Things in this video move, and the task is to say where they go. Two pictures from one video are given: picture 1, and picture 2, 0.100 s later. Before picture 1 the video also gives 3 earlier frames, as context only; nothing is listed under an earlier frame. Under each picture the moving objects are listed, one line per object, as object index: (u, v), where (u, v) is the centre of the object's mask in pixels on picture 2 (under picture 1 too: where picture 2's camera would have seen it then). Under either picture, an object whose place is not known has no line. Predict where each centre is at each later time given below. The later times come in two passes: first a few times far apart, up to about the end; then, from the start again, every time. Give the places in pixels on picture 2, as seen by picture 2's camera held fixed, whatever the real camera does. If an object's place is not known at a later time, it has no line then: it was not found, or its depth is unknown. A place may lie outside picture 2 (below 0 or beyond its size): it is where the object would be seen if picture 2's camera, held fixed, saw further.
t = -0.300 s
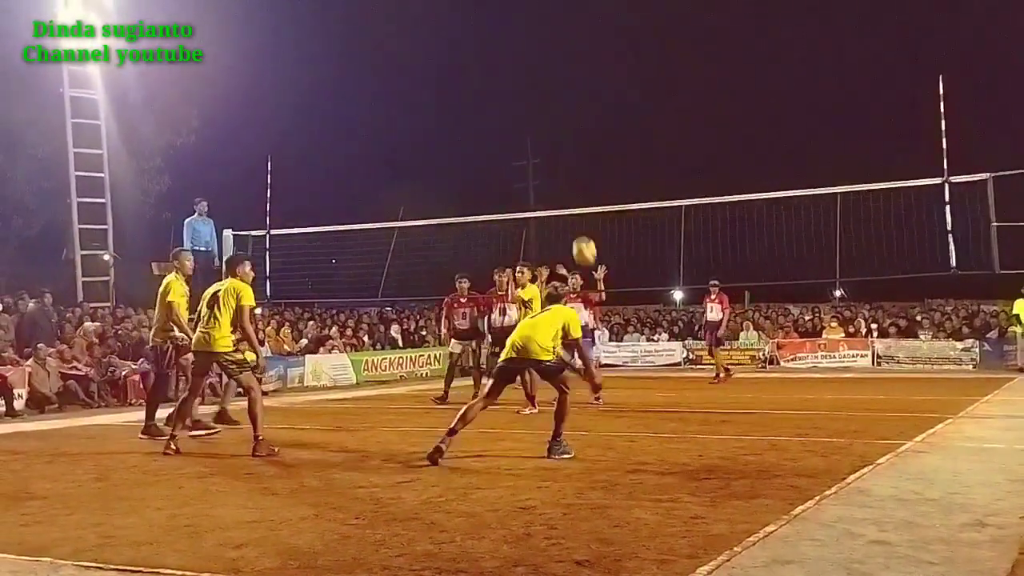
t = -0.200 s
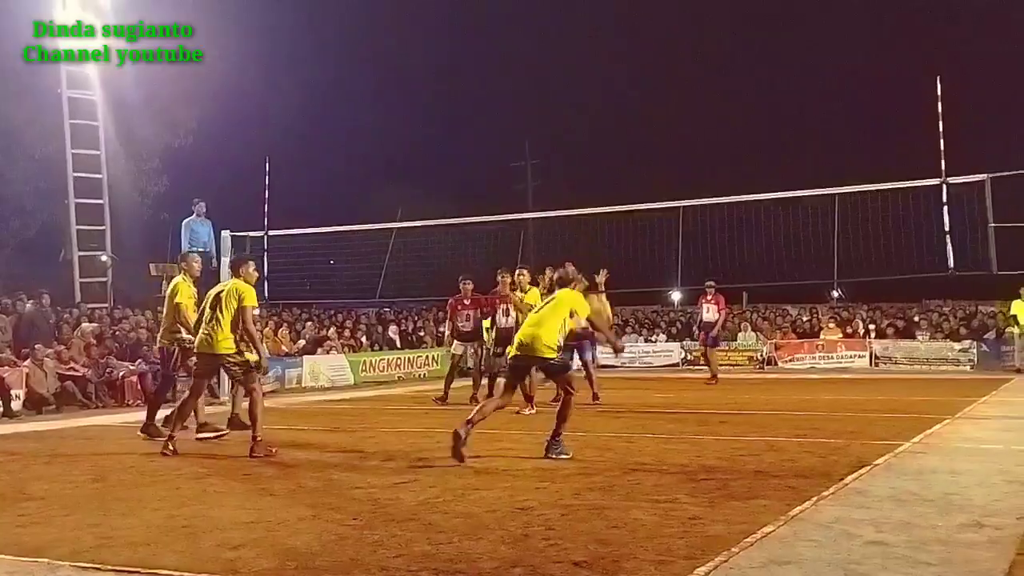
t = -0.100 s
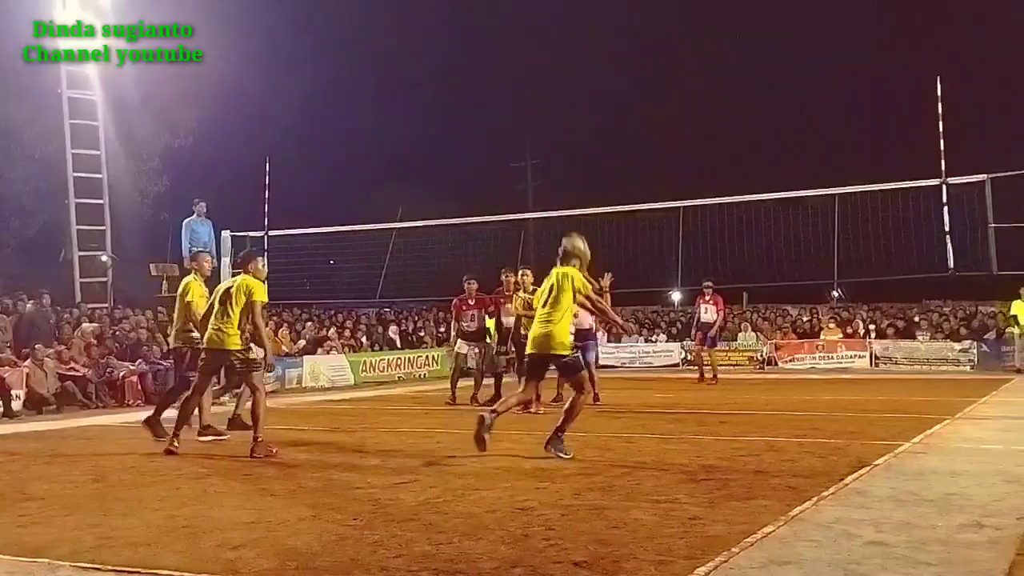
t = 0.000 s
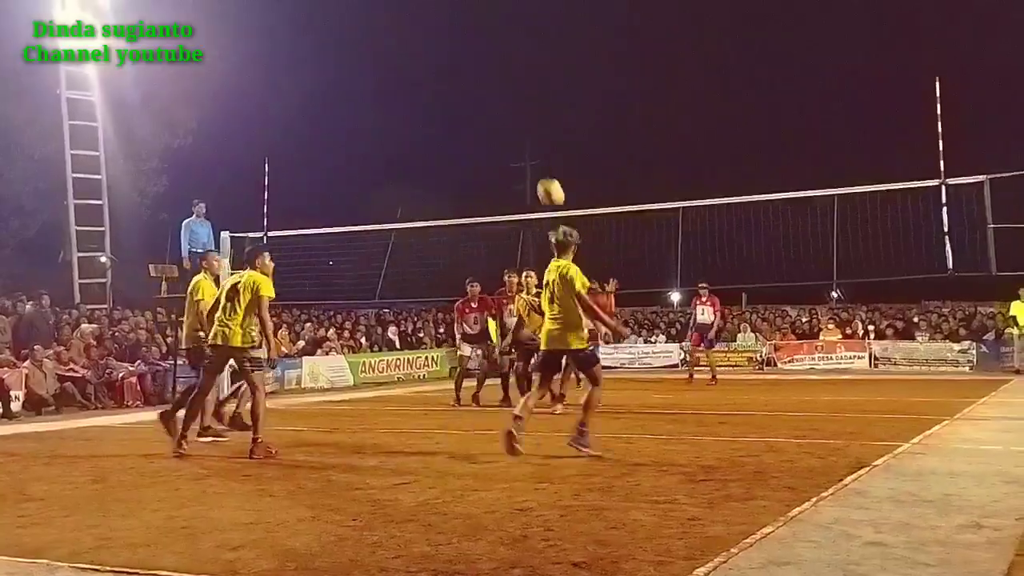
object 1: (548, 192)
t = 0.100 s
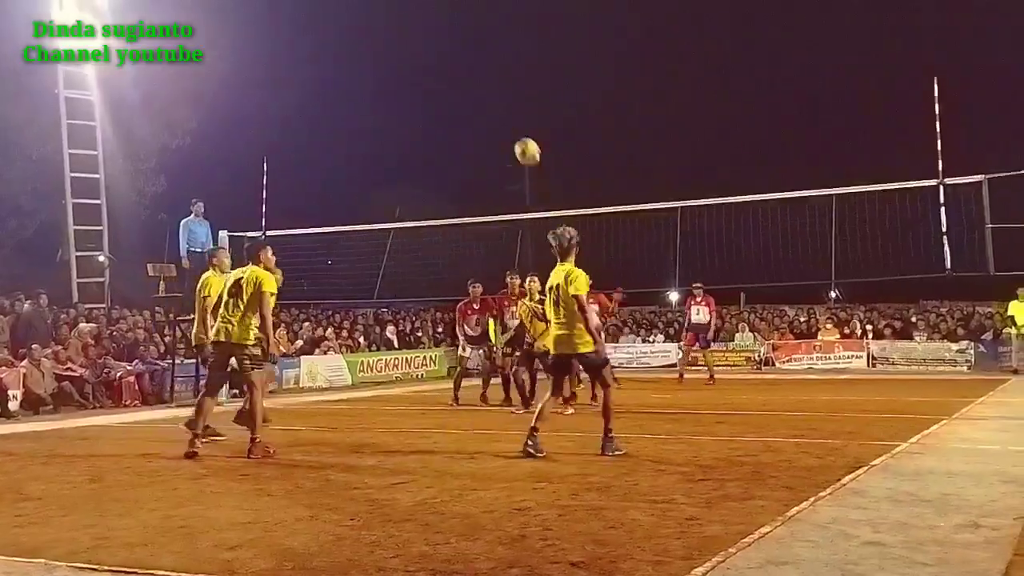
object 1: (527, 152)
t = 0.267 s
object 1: (497, 114)
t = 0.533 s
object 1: (457, 114)
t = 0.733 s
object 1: (434, 152)
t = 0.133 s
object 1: (521, 141)
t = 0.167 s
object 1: (514, 133)
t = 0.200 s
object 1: (508, 125)
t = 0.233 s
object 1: (502, 119)
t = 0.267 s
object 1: (497, 114)
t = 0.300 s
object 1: (491, 111)
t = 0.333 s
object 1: (485, 108)
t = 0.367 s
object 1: (481, 106)
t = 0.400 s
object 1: (476, 106)
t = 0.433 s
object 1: (471, 107)
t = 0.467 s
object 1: (467, 109)
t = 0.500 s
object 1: (462, 111)
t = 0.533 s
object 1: (457, 114)
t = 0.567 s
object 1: (453, 119)
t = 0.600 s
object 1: (449, 124)
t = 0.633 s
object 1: (445, 130)
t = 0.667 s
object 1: (441, 136)
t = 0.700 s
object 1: (437, 143)
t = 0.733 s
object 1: (434, 152)
